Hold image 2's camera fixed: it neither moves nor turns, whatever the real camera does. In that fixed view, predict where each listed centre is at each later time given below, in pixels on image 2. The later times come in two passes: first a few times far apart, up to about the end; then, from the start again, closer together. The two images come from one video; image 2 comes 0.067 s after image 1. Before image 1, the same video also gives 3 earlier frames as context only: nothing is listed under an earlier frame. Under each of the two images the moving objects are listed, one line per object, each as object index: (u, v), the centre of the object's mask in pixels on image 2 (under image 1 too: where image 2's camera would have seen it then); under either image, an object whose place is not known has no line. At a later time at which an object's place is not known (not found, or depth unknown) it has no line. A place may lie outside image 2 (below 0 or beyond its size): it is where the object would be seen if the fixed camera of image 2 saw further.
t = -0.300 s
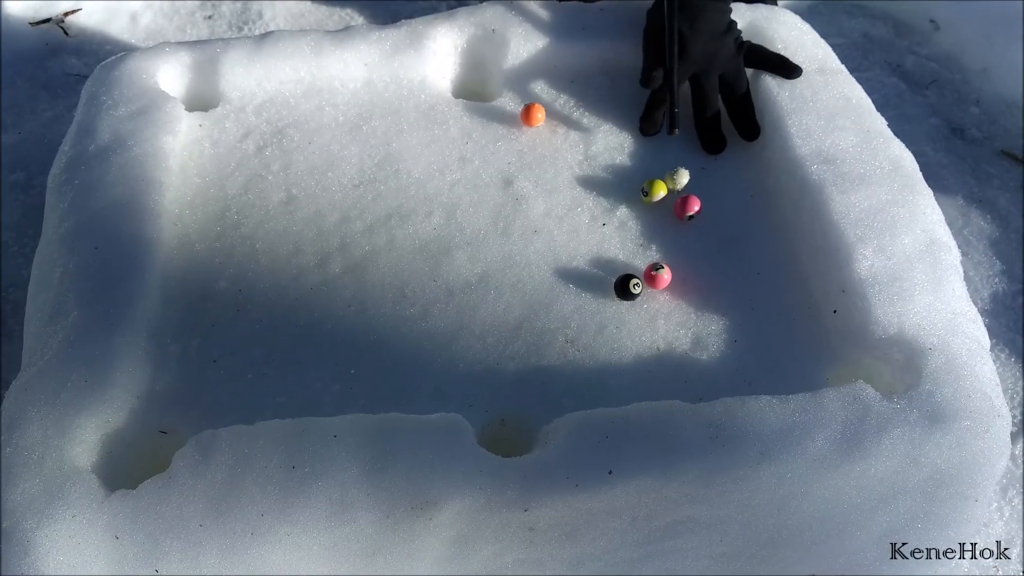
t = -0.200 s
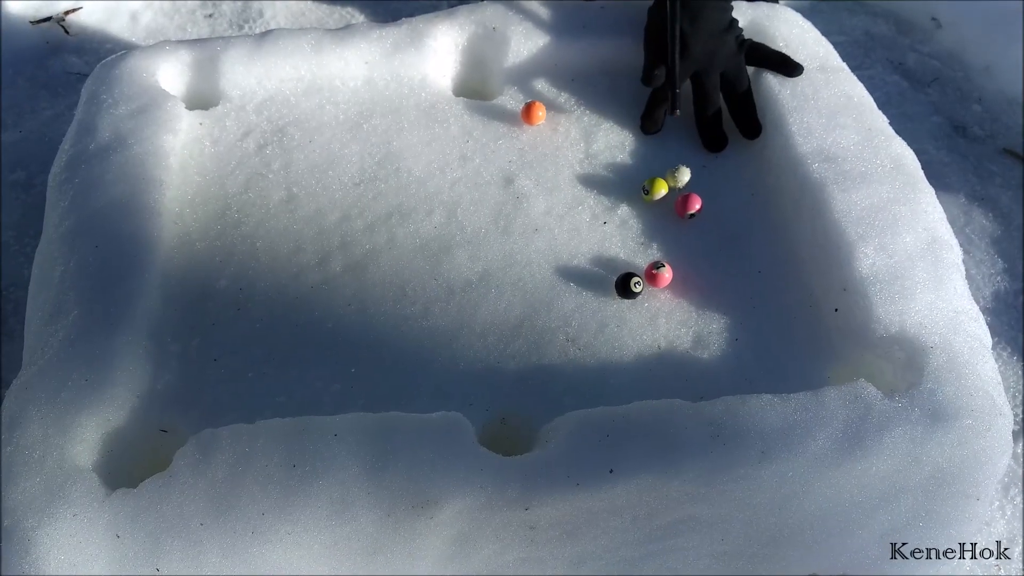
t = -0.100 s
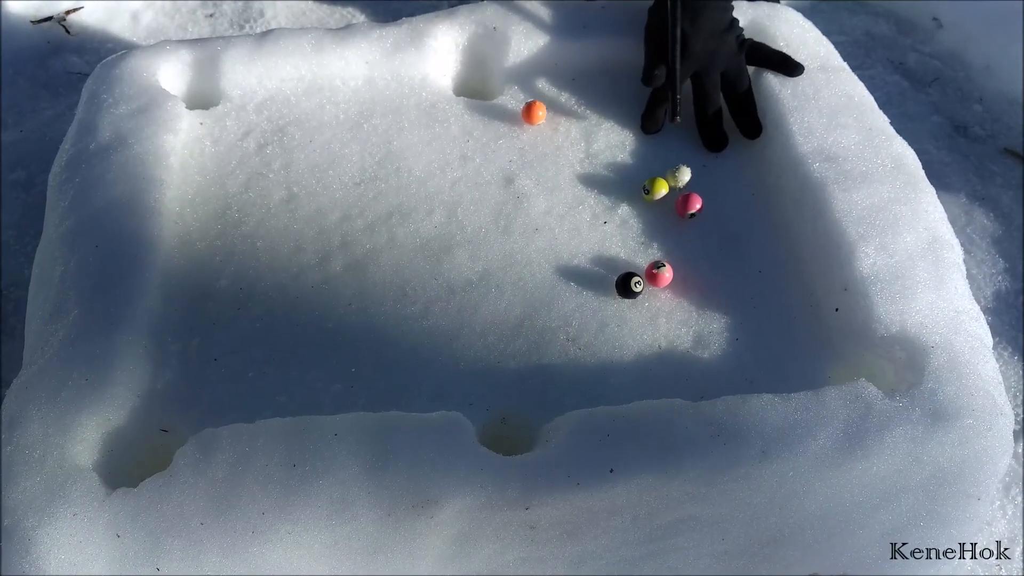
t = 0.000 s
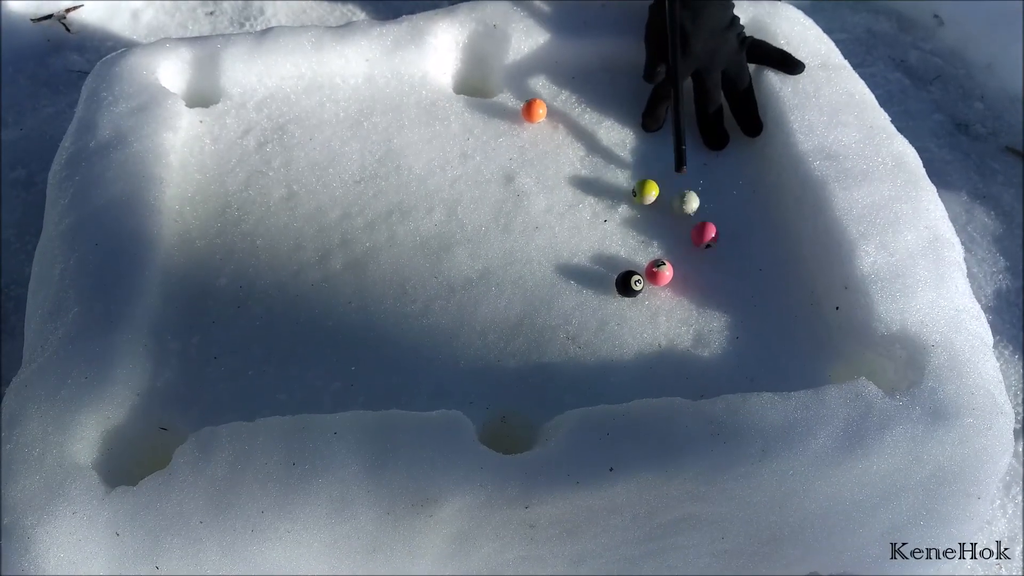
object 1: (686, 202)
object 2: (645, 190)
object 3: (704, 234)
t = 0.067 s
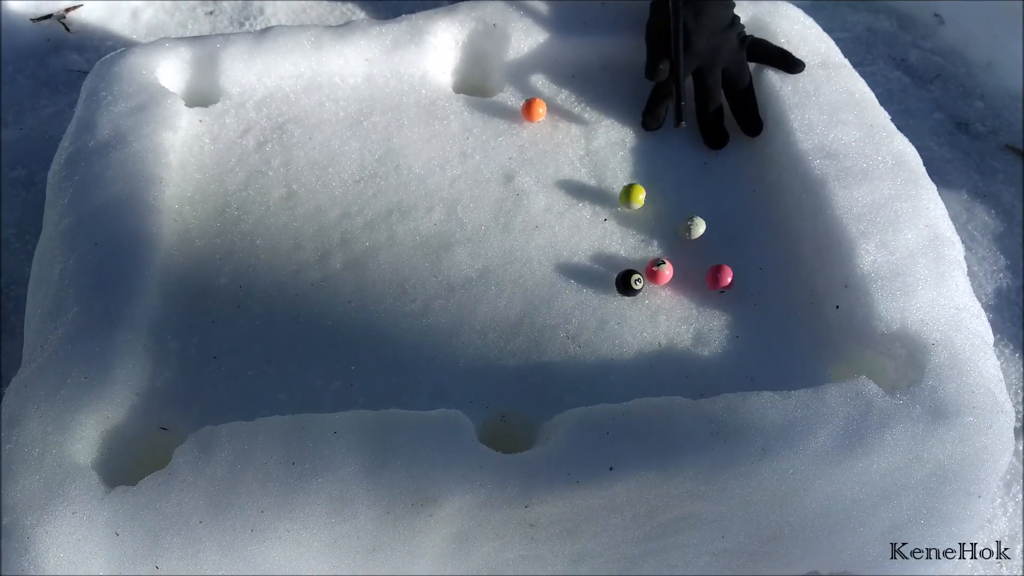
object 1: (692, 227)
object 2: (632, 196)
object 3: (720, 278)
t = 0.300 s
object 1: (706, 296)
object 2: (619, 209)
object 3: (755, 377)
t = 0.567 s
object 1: (698, 331)
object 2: (605, 208)
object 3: (748, 384)
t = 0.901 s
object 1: (699, 330)
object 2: (596, 205)
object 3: (749, 384)
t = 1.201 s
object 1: (699, 330)
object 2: (596, 205)
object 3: (749, 384)
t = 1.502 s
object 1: (699, 330)
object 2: (597, 205)
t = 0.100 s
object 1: (696, 240)
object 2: (628, 198)
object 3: (726, 297)
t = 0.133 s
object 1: (698, 252)
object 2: (624, 200)
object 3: (733, 314)
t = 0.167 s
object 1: (700, 262)
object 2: (621, 202)
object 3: (739, 331)
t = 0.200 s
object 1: (702, 273)
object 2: (620, 203)
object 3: (745, 348)
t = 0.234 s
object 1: (705, 281)
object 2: (619, 205)
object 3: (749, 361)
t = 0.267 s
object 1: (707, 288)
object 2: (619, 207)
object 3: (753, 370)
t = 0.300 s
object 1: (706, 296)
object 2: (619, 209)
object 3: (755, 377)
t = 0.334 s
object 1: (704, 301)
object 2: (619, 210)
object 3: (756, 382)
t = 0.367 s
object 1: (703, 306)
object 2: (617, 211)
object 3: (755, 384)
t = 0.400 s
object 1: (701, 313)
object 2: (614, 211)
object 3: (751, 384)
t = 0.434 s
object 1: (700, 320)
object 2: (612, 211)
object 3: (749, 384)
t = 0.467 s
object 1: (698, 330)
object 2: (609, 210)
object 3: (749, 384)
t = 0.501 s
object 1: (701, 334)
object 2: (607, 209)
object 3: (748, 384)
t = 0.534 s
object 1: (701, 334)
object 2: (606, 209)
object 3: (748, 384)
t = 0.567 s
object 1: (698, 331)
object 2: (605, 208)
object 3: (748, 384)
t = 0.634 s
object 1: (699, 330)
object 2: (602, 206)
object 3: (748, 384)
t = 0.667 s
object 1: (699, 330)
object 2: (599, 206)
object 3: (748, 384)
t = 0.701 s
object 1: (699, 330)
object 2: (596, 205)
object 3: (748, 384)
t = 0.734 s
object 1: (699, 330)
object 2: (594, 204)
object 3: (748, 384)
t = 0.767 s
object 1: (699, 330)
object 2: (593, 204)
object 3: (748, 384)
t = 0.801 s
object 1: (699, 330)
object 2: (594, 204)
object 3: (748, 384)
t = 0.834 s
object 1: (699, 330)
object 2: (596, 205)
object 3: (749, 384)
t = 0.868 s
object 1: (699, 330)
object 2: (596, 205)
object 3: (749, 384)
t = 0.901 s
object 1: (699, 330)
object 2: (596, 205)
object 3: (749, 384)
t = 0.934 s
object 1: (699, 330)
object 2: (596, 205)
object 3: (749, 384)
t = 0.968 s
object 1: (699, 330)
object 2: (596, 205)
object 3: (749, 384)
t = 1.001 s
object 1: (699, 330)
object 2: (596, 205)
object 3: (749, 384)
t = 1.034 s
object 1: (699, 330)
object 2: (596, 205)
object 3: (749, 384)
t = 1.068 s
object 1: (699, 330)
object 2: (596, 205)
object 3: (749, 384)
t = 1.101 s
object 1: (699, 330)
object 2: (596, 205)
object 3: (749, 384)
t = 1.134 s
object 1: (699, 330)
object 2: (596, 205)
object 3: (749, 384)
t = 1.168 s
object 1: (699, 330)
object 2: (596, 205)
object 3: (749, 384)
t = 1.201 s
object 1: (699, 330)
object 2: (596, 205)
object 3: (749, 384)
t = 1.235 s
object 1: (699, 330)
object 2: (596, 205)
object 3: (749, 384)
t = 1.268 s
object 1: (699, 330)
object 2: (596, 205)
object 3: (749, 384)
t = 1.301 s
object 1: (699, 330)
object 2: (596, 205)
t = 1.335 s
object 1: (699, 330)
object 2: (596, 205)
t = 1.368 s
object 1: (699, 330)
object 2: (596, 205)
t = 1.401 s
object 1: (699, 330)
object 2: (597, 205)
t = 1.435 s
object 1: (699, 330)
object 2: (597, 205)
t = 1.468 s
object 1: (699, 330)
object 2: (596, 205)
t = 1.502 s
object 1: (699, 330)
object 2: (597, 205)
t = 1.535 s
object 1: (699, 330)
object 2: (596, 205)
